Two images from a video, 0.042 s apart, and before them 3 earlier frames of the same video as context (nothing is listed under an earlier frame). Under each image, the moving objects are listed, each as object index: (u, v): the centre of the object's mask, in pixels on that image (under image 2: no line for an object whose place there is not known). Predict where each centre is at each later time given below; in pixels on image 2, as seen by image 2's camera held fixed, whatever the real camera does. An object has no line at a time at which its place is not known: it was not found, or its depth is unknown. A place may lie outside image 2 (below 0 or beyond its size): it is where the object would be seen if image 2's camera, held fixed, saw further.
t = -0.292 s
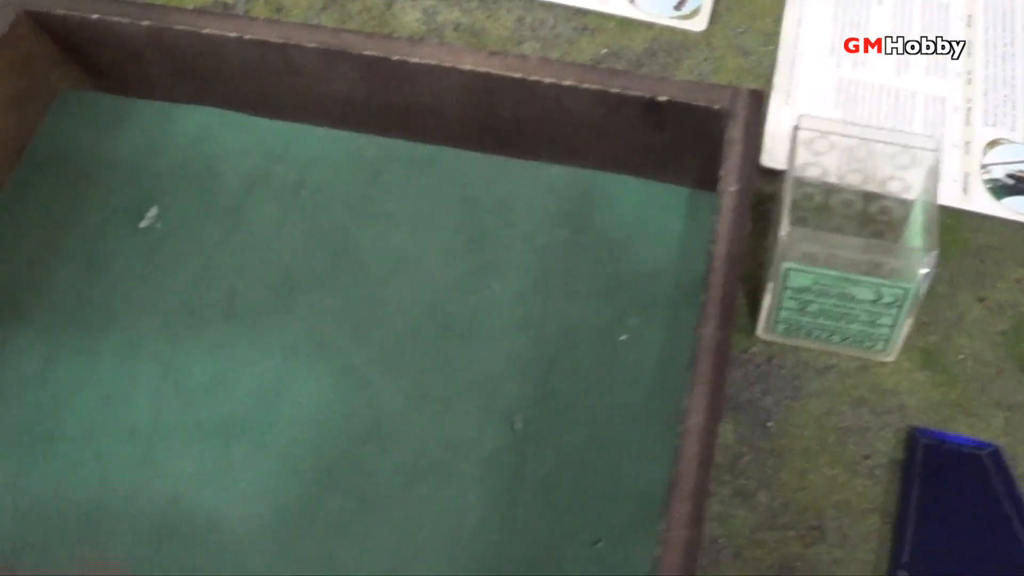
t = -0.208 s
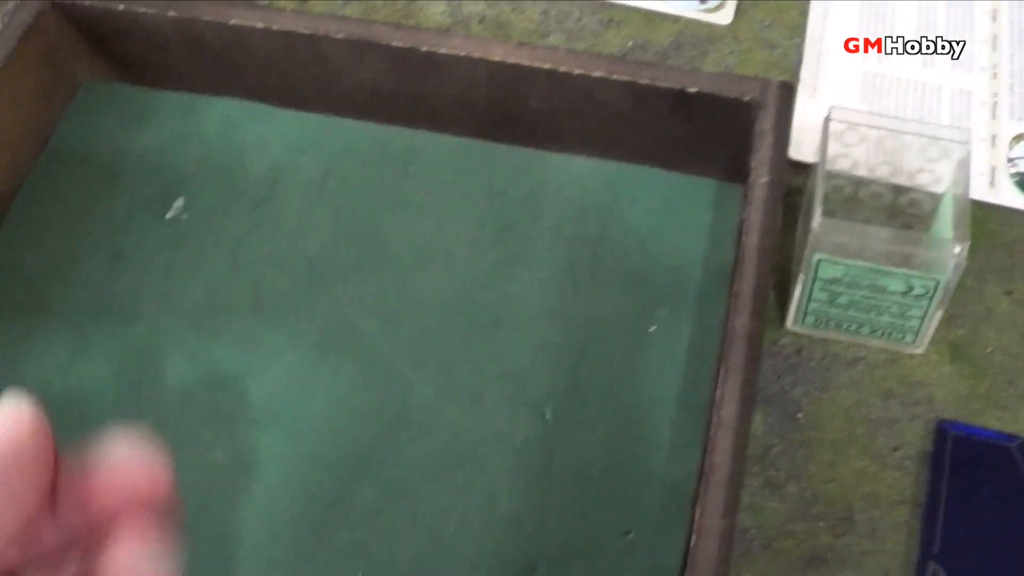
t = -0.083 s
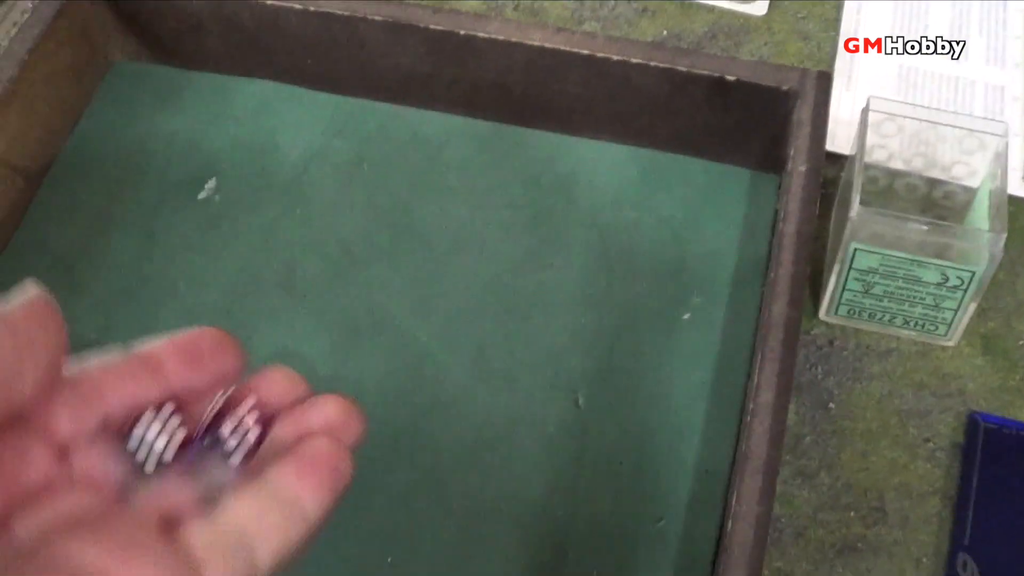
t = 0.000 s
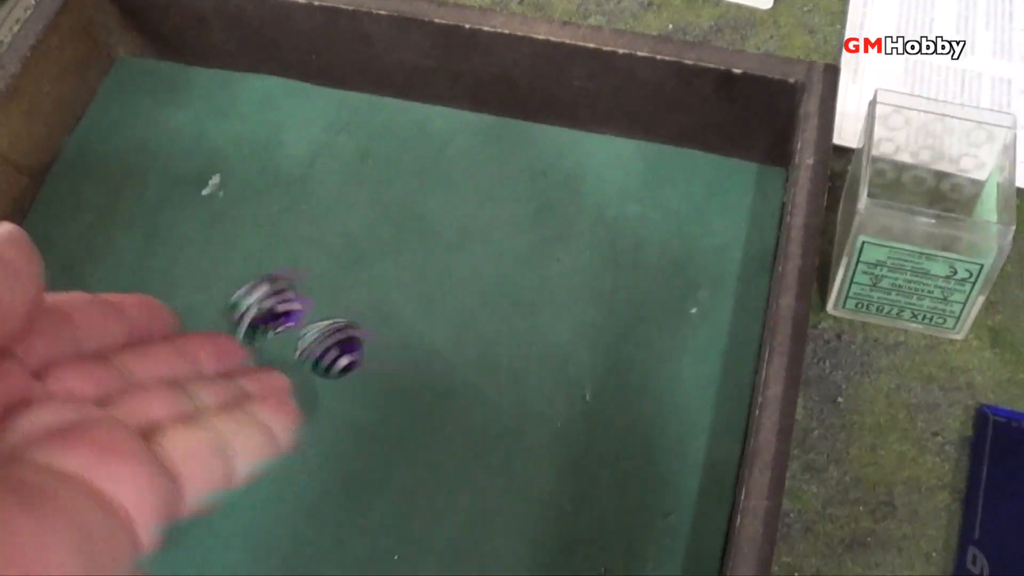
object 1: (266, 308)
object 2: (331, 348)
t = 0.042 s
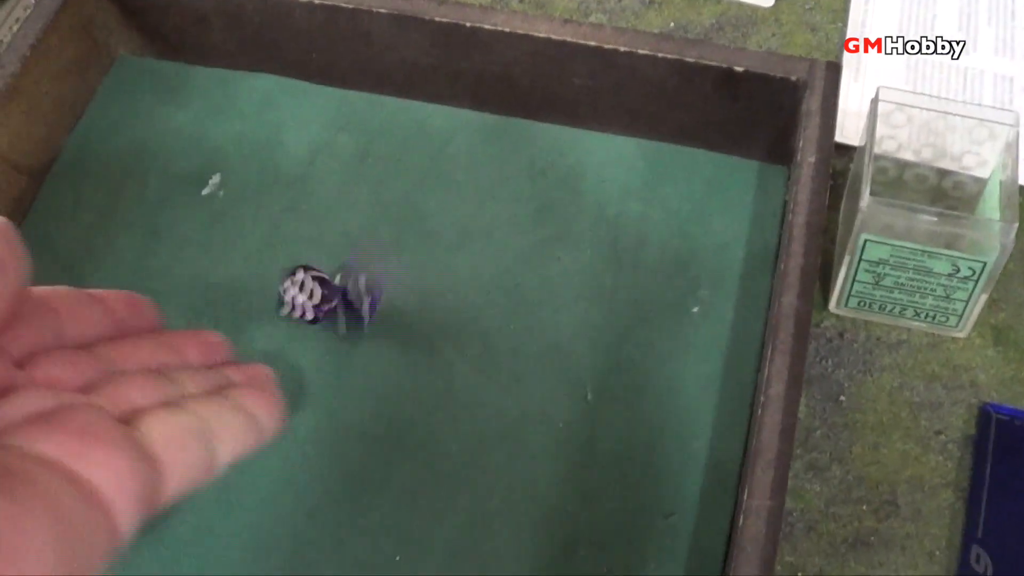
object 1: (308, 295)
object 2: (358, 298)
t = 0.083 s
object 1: (306, 293)
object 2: (400, 198)
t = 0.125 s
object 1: (273, 260)
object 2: (433, 142)
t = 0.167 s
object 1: (227, 234)
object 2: (480, 126)
